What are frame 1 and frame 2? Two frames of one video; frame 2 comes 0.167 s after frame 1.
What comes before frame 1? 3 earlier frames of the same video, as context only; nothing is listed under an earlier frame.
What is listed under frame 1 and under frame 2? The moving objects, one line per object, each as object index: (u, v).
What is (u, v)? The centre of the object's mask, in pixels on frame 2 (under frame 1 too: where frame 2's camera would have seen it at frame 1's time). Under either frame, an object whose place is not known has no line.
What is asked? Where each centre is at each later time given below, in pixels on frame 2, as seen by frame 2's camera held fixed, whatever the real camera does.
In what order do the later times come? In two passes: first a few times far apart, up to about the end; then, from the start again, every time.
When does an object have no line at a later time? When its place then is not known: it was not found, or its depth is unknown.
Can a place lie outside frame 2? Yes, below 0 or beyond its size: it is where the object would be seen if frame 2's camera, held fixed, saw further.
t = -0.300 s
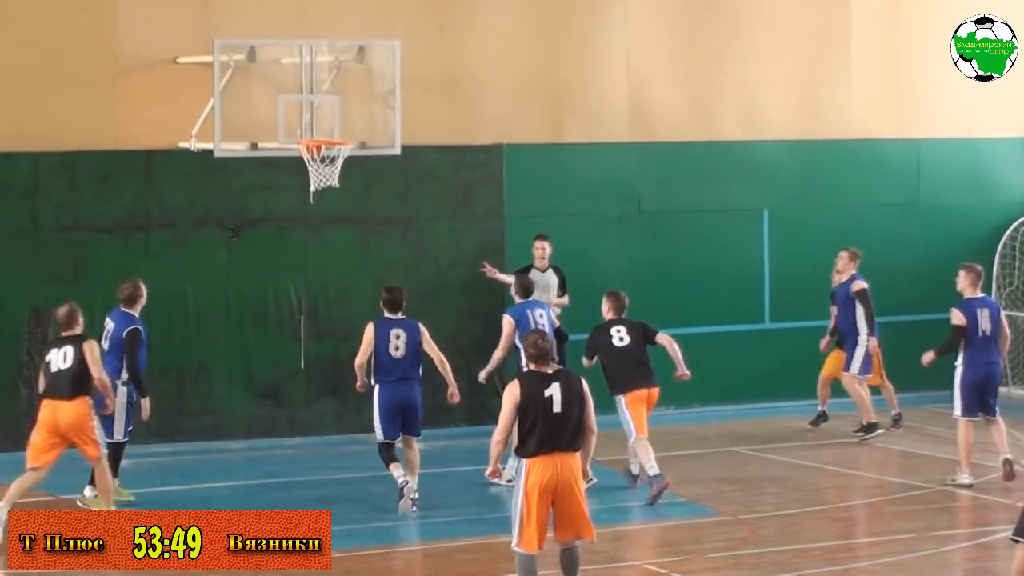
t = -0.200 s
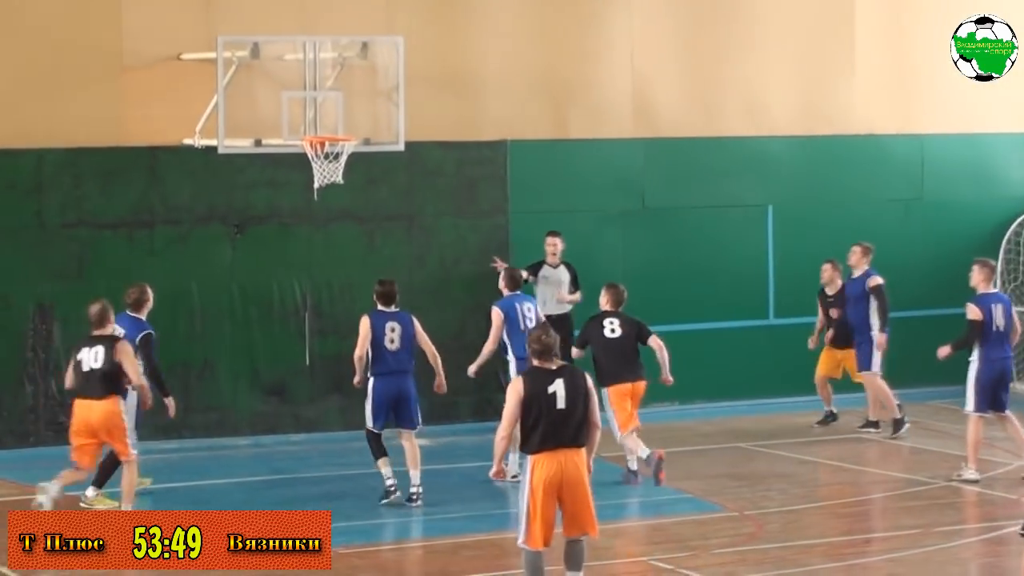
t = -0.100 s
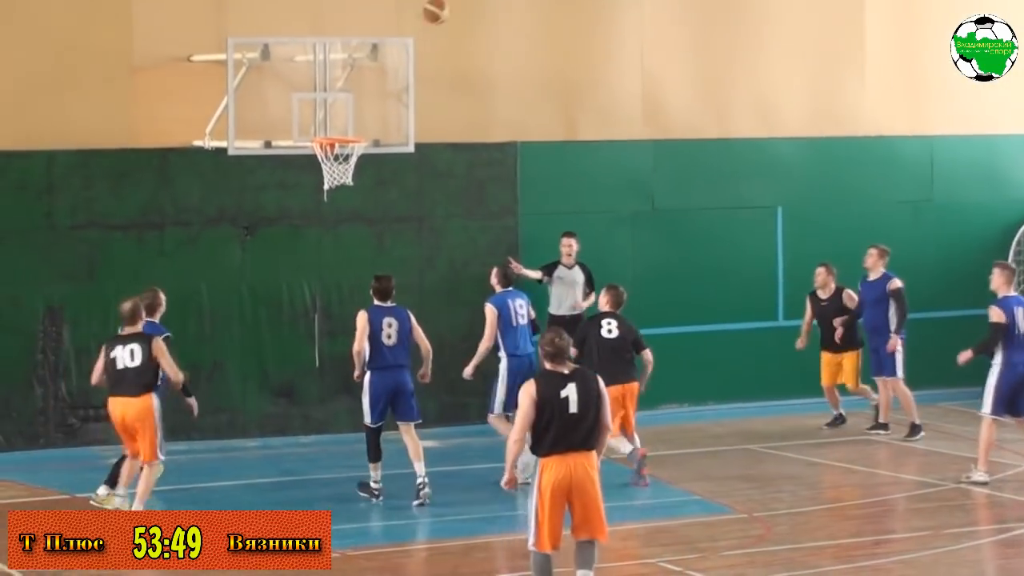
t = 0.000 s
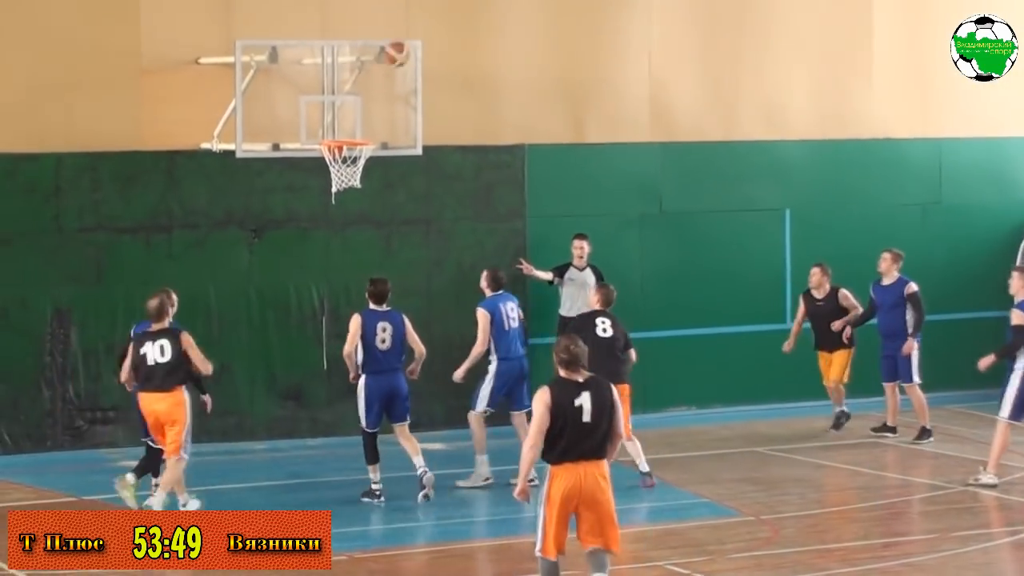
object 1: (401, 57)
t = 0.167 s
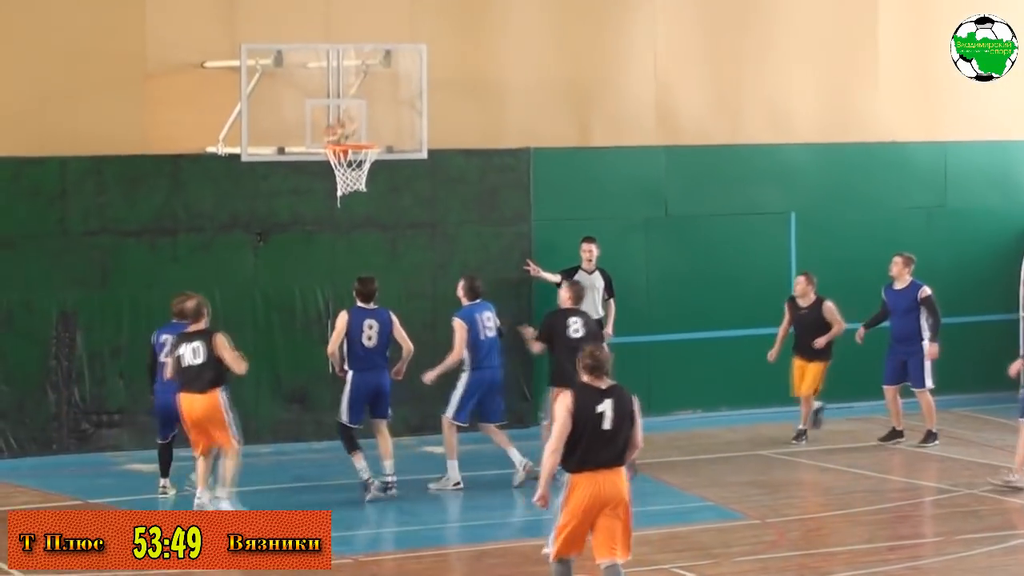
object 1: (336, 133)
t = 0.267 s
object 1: (377, 96)
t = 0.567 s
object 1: (492, 58)
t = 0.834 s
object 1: (595, 106)
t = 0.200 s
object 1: (351, 119)
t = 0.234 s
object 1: (366, 105)
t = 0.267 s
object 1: (377, 96)
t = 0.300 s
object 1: (390, 87)
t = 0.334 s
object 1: (405, 78)
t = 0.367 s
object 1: (416, 72)
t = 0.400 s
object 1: (428, 67)
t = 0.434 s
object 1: (442, 63)
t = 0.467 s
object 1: (454, 60)
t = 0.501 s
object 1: (466, 58)
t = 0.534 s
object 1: (480, 58)
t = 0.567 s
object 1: (492, 58)
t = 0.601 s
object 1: (505, 59)
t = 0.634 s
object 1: (519, 63)
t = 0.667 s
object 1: (530, 66)
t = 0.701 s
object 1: (542, 71)
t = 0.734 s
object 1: (556, 77)
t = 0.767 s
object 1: (568, 85)
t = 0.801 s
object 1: (580, 93)
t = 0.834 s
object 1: (595, 106)
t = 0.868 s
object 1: (606, 116)
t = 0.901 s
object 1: (618, 128)
